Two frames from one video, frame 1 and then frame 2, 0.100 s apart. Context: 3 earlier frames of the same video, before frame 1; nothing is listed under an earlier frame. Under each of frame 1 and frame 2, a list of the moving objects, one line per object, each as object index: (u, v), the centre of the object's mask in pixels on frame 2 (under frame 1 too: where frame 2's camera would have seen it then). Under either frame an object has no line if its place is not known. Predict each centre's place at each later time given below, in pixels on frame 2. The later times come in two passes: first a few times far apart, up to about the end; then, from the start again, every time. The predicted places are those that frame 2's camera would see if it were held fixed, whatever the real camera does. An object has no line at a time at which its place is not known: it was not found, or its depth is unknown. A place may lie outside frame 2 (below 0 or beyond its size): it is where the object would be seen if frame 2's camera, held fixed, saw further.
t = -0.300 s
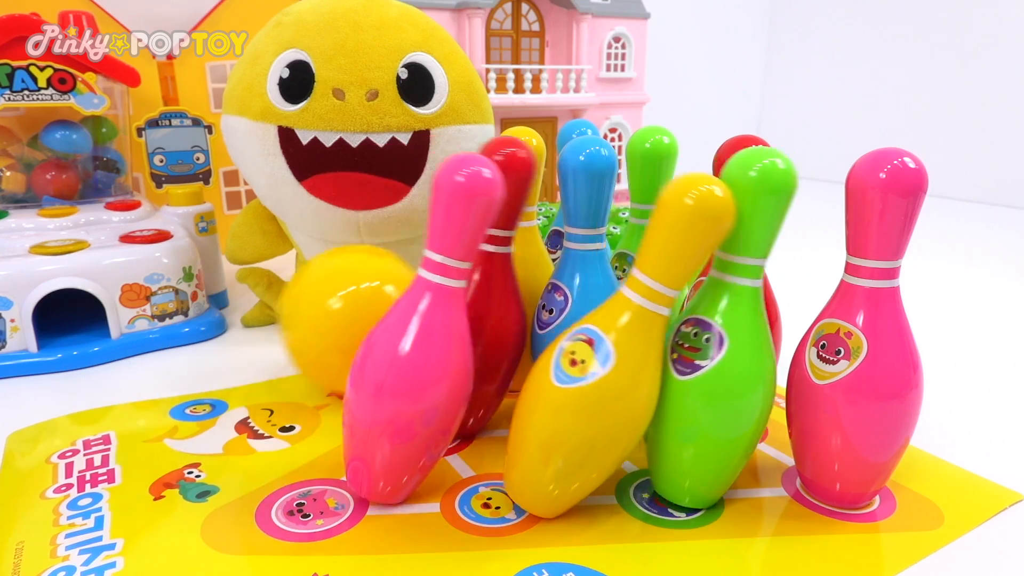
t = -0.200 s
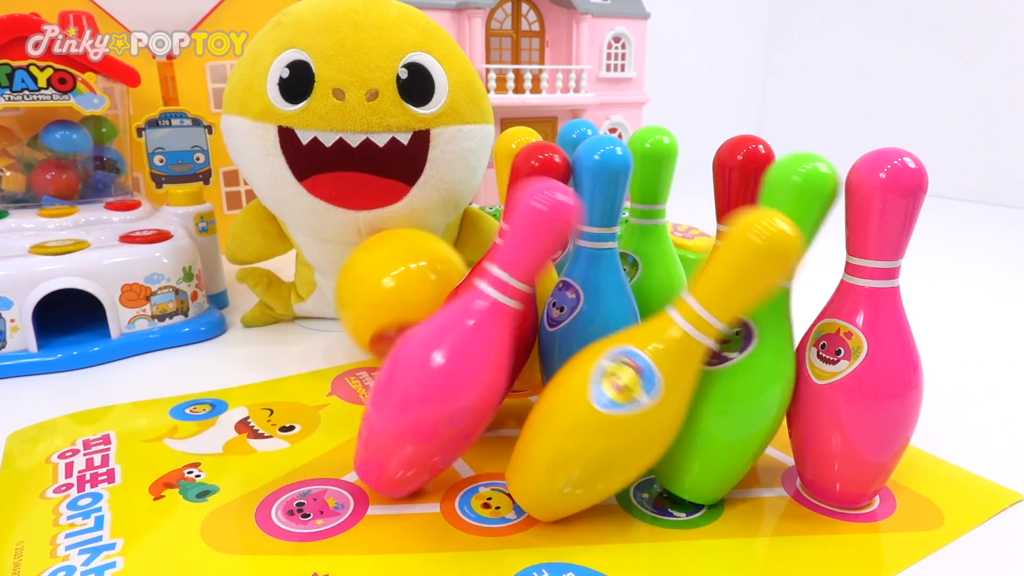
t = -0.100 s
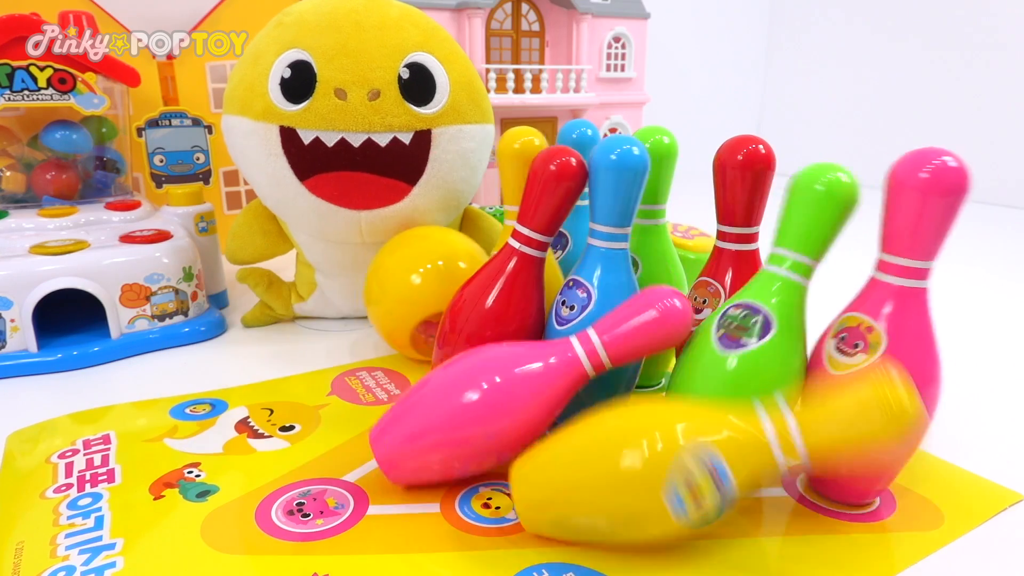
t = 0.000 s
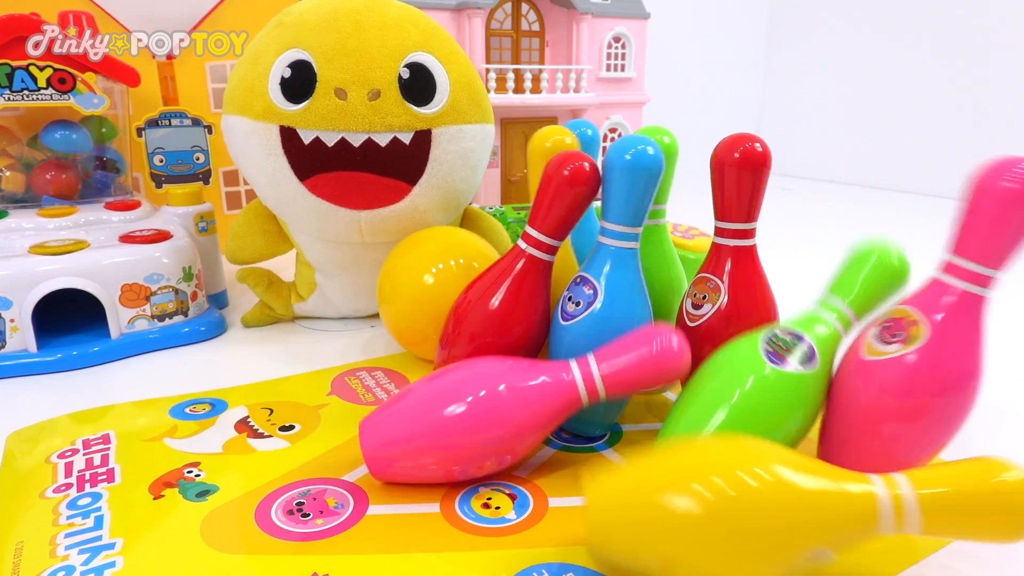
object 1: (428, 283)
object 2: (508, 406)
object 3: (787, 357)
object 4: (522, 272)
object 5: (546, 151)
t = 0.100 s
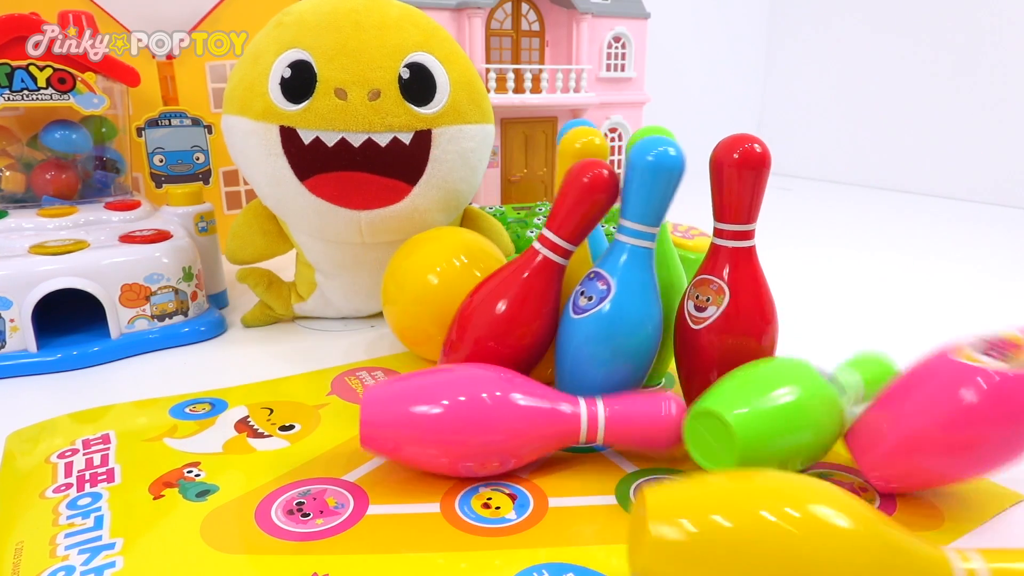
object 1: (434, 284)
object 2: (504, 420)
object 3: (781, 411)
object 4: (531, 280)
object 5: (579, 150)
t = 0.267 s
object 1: (441, 285)
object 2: (518, 415)
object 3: (812, 414)
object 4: (552, 304)
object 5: (587, 208)
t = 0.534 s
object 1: (464, 286)
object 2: (525, 420)
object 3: (889, 442)
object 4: (556, 350)
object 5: (626, 257)
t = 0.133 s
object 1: (436, 285)
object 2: (510, 418)
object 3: (794, 415)
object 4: (538, 281)
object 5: (588, 154)
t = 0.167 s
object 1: (437, 285)
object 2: (512, 417)
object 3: (799, 410)
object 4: (545, 285)
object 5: (586, 175)
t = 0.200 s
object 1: (439, 286)
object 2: (514, 417)
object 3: (802, 416)
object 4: (549, 291)
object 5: (586, 189)
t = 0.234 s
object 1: (440, 285)
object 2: (518, 415)
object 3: (808, 413)
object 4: (551, 300)
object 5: (585, 203)
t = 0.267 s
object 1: (441, 285)
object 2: (518, 415)
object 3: (812, 414)
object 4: (552, 304)
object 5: (587, 208)
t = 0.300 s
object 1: (442, 286)
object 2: (518, 416)
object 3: (815, 416)
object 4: (554, 309)
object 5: (588, 213)
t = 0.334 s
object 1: (443, 286)
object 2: (518, 416)
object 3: (819, 417)
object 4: (557, 313)
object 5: (590, 218)
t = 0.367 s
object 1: (445, 287)
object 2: (519, 416)
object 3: (824, 419)
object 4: (562, 317)
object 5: (593, 224)
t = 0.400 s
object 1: (448, 287)
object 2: (520, 416)
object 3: (830, 421)
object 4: (567, 322)
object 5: (597, 230)
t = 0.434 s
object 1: (452, 288)
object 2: (521, 417)
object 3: (837, 423)
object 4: (571, 331)
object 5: (600, 237)
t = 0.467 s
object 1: (456, 288)
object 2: (522, 418)
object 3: (847, 428)
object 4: (570, 342)
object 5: (606, 246)
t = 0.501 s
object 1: (460, 287)
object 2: (524, 419)
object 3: (869, 430)
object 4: (549, 350)
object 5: (613, 253)
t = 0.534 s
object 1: (464, 286)
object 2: (525, 420)
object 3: (889, 442)
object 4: (556, 350)
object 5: (626, 257)
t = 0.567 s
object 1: (469, 287)
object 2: (526, 421)
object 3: (896, 454)
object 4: (566, 352)
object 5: (639, 267)
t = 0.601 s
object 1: (474, 286)
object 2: (526, 421)
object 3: (906, 461)
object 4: (566, 355)
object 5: (653, 281)
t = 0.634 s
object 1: (475, 285)
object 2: (526, 420)
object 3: (919, 469)
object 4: (567, 357)
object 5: (660, 290)
